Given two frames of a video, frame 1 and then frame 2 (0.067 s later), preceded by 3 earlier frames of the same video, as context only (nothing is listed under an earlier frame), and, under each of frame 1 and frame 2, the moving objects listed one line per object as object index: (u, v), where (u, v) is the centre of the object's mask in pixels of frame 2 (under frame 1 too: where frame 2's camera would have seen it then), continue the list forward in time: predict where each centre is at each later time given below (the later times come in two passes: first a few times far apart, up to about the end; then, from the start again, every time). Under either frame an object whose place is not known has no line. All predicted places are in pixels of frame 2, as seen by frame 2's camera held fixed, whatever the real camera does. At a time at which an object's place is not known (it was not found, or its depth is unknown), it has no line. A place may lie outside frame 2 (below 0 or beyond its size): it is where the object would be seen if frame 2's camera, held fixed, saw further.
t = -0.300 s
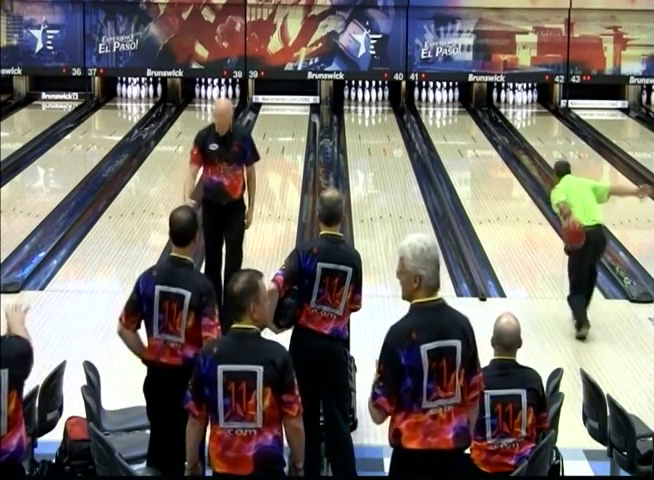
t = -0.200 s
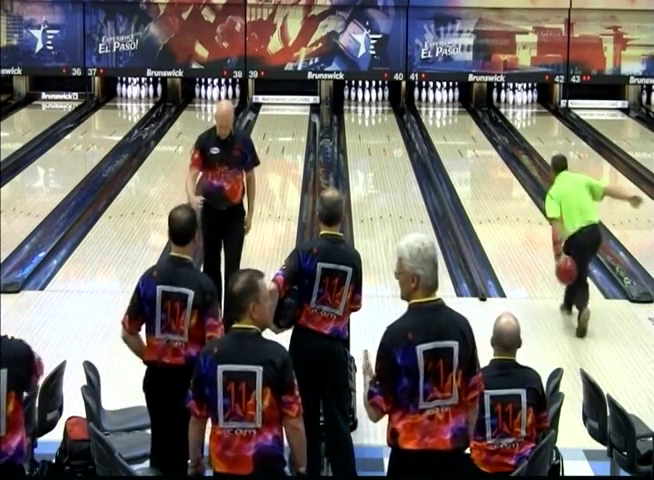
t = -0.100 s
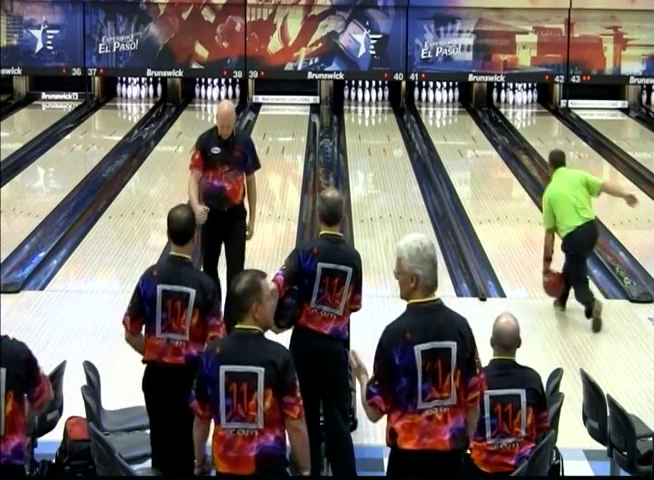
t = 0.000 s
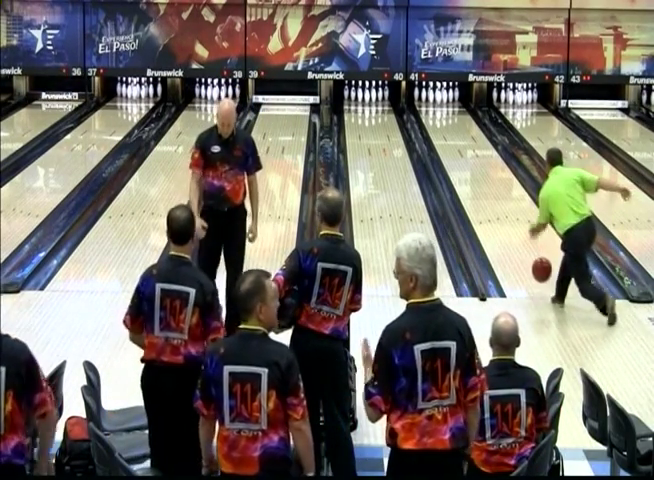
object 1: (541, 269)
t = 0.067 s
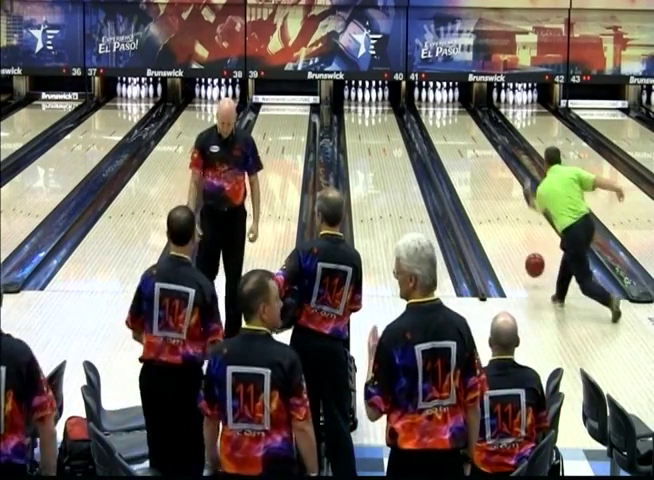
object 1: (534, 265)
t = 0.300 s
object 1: (513, 242)
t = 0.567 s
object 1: (494, 212)
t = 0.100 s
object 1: (531, 264)
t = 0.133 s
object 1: (528, 264)
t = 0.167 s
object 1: (525, 258)
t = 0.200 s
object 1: (522, 254)
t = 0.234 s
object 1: (519, 250)
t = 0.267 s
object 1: (516, 246)
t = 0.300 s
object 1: (513, 242)
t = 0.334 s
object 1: (511, 238)
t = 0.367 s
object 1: (508, 234)
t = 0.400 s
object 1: (506, 230)
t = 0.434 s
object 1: (503, 226)
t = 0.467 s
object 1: (501, 222)
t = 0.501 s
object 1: (498, 219)
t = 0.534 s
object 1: (496, 215)
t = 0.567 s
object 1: (494, 212)
